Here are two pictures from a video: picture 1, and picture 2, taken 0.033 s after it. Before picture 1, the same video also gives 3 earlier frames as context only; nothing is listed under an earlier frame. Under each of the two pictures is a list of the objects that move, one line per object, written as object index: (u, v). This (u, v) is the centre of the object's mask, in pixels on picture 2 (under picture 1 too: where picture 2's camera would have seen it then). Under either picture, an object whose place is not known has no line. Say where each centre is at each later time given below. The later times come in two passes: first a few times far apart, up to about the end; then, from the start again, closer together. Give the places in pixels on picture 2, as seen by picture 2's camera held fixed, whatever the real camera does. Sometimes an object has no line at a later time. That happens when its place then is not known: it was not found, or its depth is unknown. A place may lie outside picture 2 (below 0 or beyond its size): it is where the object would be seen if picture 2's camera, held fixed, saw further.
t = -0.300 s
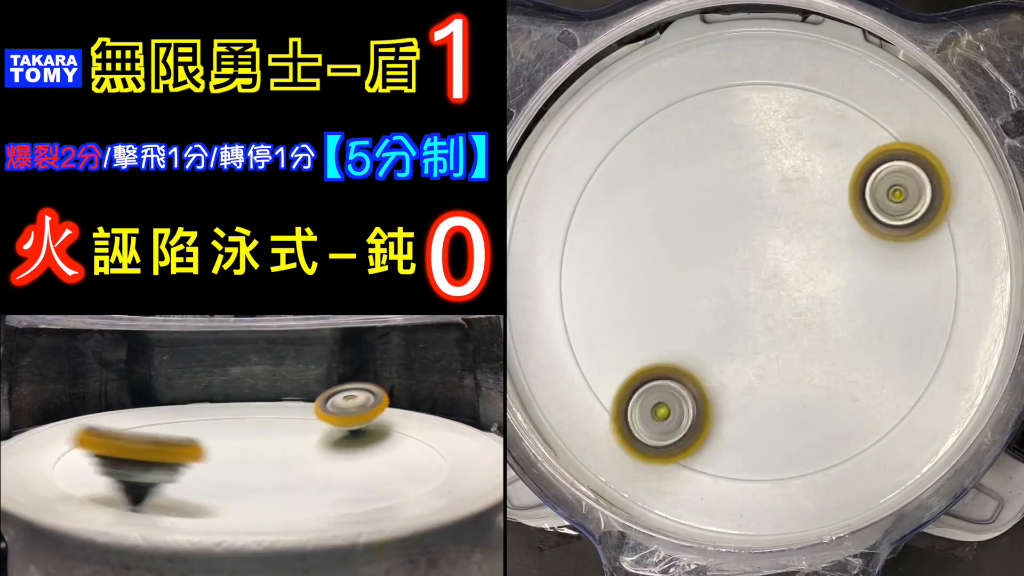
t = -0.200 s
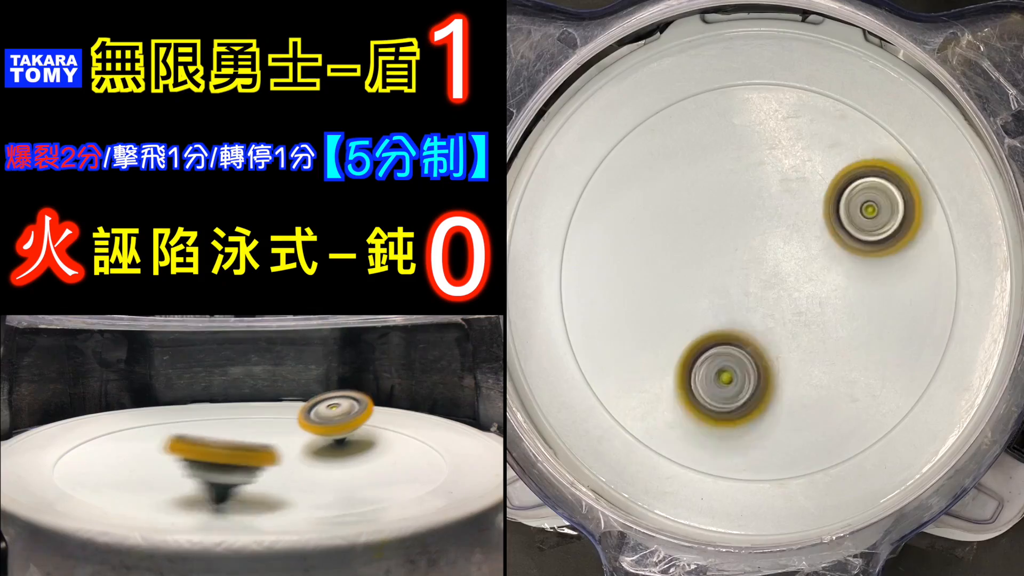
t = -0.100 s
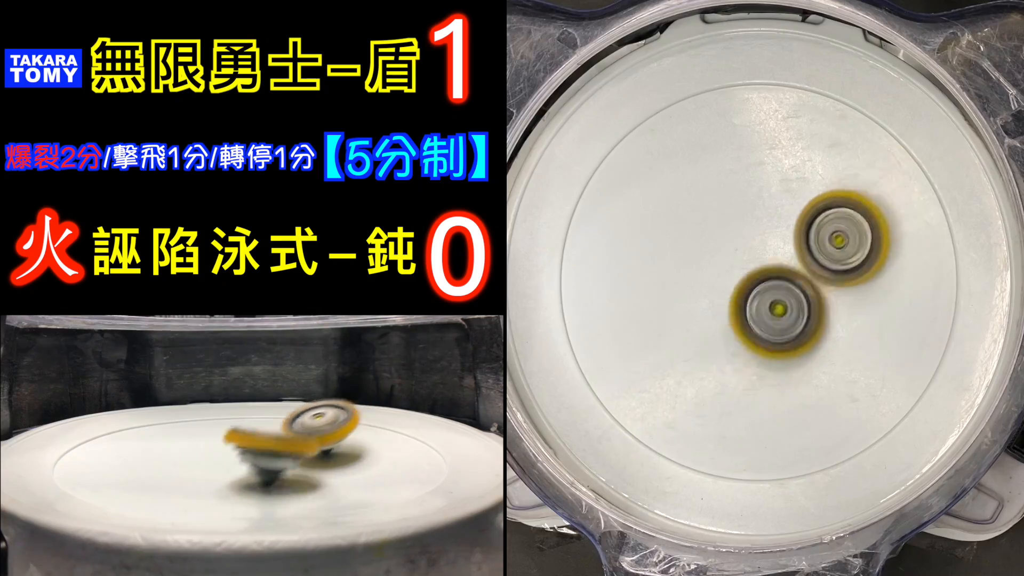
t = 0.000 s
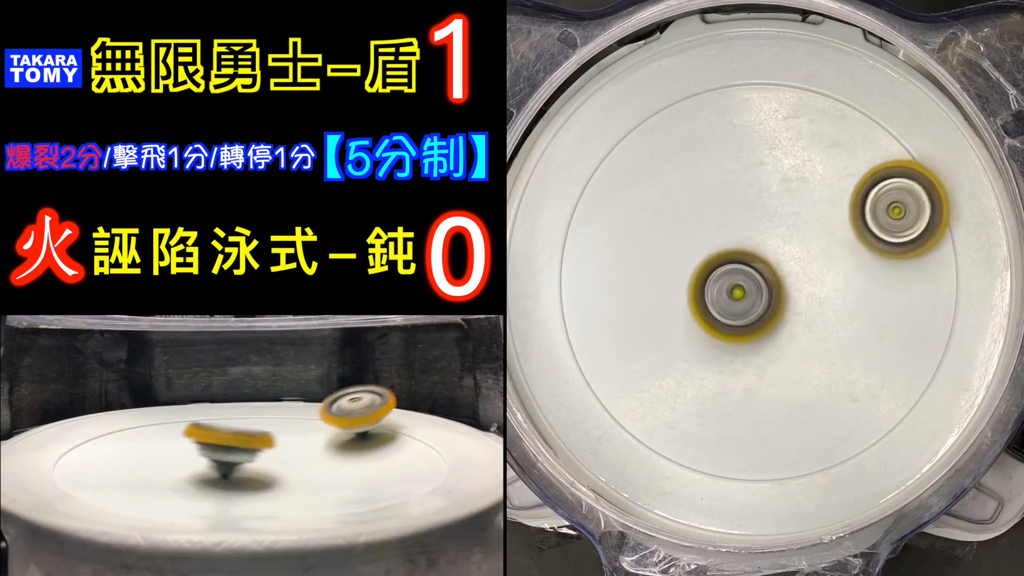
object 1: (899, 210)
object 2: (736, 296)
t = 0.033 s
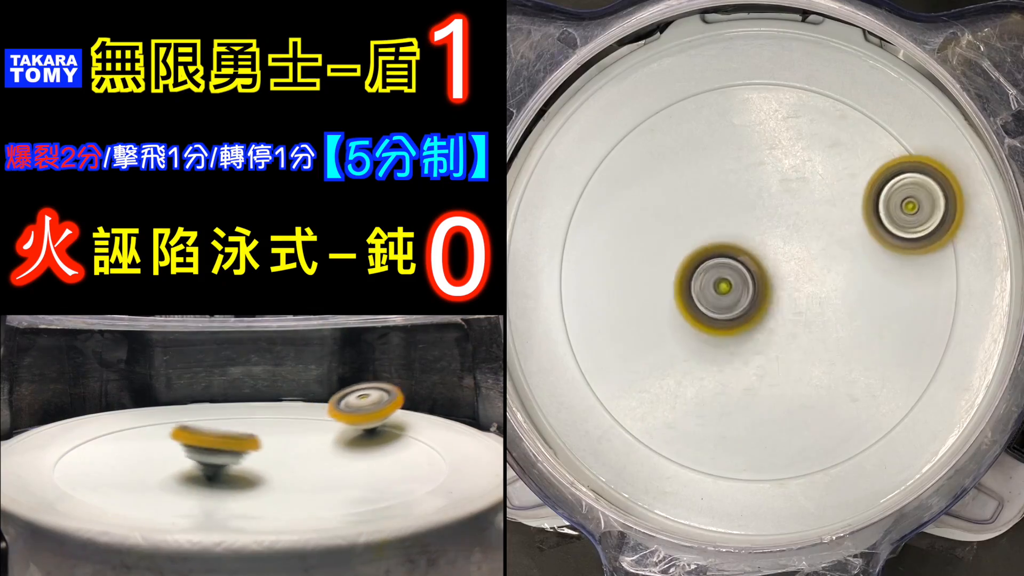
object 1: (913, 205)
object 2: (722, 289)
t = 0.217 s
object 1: (909, 214)
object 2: (650, 252)
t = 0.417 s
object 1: (857, 278)
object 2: (665, 275)
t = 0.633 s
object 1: (829, 374)
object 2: (737, 309)
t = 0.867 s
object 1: (823, 422)
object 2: (785, 251)
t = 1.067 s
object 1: (819, 371)
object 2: (762, 188)
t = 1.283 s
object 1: (792, 332)
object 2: (689, 194)
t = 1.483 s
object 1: (765, 399)
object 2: (663, 278)
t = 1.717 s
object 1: (802, 450)
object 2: (756, 303)
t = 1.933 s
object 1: (800, 360)
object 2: (847, 228)
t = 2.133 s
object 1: (729, 330)
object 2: (820, 146)
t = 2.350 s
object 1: (650, 393)
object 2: (688, 178)
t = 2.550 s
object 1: (664, 422)
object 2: (675, 319)
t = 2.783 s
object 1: (703, 426)
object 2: (873, 322)
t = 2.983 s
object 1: (723, 348)
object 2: (931, 201)
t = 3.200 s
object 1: (681, 270)
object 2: (736, 142)
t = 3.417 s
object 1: (630, 438)
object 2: (711, 100)
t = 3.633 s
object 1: (839, 330)
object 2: (776, 246)
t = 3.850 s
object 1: (951, 181)
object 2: (797, 275)
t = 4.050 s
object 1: (859, 95)
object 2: (807, 270)
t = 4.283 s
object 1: (707, 187)
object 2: (817, 257)
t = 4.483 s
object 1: (710, 261)
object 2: (806, 276)
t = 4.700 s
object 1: (643, 266)
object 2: (880, 350)
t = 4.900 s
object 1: (679, 326)
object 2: (881, 302)
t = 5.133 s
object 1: (678, 317)
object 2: (834, 301)
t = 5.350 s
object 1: (637, 312)
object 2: (845, 315)
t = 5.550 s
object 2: (807, 320)
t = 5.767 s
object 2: (813, 333)
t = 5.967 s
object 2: (797, 330)
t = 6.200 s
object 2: (780, 331)
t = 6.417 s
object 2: (764, 328)
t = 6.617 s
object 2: (754, 339)
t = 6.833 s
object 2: (758, 324)
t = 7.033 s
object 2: (733, 317)
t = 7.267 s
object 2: (748, 322)
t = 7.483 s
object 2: (742, 311)
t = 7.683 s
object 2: (739, 320)
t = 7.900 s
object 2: (745, 323)
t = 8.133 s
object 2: (714, 320)
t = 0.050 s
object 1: (918, 203)
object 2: (715, 285)
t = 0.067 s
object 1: (922, 202)
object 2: (708, 281)
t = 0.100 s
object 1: (927, 201)
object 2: (693, 273)
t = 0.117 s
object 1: (926, 201)
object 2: (686, 269)
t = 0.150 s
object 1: (922, 204)
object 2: (671, 261)
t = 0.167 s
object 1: (920, 206)
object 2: (665, 258)
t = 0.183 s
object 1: (916, 208)
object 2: (659, 255)
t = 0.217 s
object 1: (909, 214)
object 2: (650, 252)
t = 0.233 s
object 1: (906, 217)
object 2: (647, 251)
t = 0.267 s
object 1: (897, 225)
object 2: (644, 251)
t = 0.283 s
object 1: (893, 230)
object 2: (644, 252)
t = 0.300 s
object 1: (889, 234)
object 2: (644, 253)
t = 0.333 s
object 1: (879, 245)
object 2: (647, 257)
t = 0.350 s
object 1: (875, 251)
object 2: (650, 260)
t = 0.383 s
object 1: (866, 264)
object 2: (656, 267)
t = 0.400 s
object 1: (861, 271)
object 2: (660, 271)
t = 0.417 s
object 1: (857, 278)
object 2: (665, 275)
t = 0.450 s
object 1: (849, 293)
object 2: (676, 285)
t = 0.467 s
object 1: (846, 300)
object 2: (682, 289)
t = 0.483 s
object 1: (843, 307)
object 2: (688, 293)
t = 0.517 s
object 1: (838, 323)
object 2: (699, 298)
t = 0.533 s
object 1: (836, 330)
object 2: (704, 301)
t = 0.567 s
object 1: (833, 345)
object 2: (715, 305)
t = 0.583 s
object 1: (832, 352)
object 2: (720, 306)
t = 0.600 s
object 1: (831, 360)
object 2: (726, 308)
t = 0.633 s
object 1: (829, 374)
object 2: (737, 309)
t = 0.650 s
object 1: (828, 381)
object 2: (743, 308)
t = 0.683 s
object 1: (827, 394)
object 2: (753, 305)
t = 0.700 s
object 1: (826, 399)
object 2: (758, 302)
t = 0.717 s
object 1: (826, 404)
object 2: (763, 298)
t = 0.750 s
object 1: (825, 413)
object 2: (771, 289)
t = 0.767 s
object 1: (825, 416)
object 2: (774, 284)
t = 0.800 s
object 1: (824, 421)
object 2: (779, 273)
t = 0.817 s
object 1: (824, 422)
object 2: (782, 269)
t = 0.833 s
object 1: (823, 423)
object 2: (783, 262)
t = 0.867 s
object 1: (823, 422)
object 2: (785, 251)
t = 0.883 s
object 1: (823, 421)
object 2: (785, 244)
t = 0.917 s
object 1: (823, 416)
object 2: (785, 233)
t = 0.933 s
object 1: (822, 413)
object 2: (784, 227)
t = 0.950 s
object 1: (822, 409)
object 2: (783, 221)
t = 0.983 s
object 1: (821, 399)
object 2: (779, 210)
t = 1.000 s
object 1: (821, 394)
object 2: (777, 205)
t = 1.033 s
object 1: (820, 383)
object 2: (770, 196)
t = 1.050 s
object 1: (819, 377)
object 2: (766, 192)
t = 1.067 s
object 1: (819, 371)
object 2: (762, 188)
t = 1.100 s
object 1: (817, 359)
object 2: (753, 182)
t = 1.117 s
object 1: (815, 354)
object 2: (748, 179)
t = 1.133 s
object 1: (814, 349)
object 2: (743, 177)
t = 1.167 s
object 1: (810, 341)
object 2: (731, 175)
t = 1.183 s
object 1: (808, 337)
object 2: (725, 175)
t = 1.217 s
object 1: (803, 332)
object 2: (712, 178)
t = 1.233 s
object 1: (801, 331)
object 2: (706, 181)
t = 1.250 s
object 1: (798, 330)
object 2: (700, 184)
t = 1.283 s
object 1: (792, 332)
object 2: (689, 194)
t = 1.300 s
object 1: (788, 333)
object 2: (684, 201)
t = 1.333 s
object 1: (782, 340)
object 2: (676, 214)
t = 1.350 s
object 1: (779, 344)
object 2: (673, 221)
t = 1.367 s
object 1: (776, 350)
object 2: (671, 229)
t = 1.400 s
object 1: (771, 361)
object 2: (666, 244)
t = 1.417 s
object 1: (769, 368)
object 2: (664, 251)
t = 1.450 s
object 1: (766, 382)
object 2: (662, 265)
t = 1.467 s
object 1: (766, 390)
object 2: (662, 272)
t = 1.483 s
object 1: (765, 399)
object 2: (663, 278)
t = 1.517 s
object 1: (767, 415)
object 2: (670, 290)
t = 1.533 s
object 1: (769, 423)
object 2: (674, 294)
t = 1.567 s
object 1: (774, 439)
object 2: (685, 301)
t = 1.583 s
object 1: (777, 446)
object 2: (692, 304)
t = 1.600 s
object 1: (780, 453)
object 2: (699, 306)
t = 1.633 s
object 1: (788, 464)
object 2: (713, 308)
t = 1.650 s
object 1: (791, 468)
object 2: (721, 308)
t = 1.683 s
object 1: (797, 460)
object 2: (738, 307)
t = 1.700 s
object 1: (800, 455)
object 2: (747, 305)
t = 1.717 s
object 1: (802, 450)
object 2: (756, 303)
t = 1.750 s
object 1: (806, 437)
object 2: (774, 298)
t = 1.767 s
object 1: (808, 430)
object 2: (783, 294)
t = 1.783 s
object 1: (809, 423)
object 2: (791, 290)
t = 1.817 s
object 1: (810, 408)
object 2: (808, 280)
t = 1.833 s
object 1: (810, 401)
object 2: (816, 273)
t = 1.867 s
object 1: (809, 387)
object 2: (829, 259)
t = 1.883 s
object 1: (807, 380)
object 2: (835, 252)
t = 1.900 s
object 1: (805, 373)
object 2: (840, 244)
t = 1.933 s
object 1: (800, 360)
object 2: (847, 228)
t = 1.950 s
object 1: (797, 354)
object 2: (851, 220)
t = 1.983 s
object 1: (788, 344)
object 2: (851, 203)
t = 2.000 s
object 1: (783, 339)
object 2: (851, 196)
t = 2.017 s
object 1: (777, 336)
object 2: (851, 189)
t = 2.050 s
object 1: (765, 331)
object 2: (846, 175)
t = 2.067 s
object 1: (758, 329)
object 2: (843, 168)
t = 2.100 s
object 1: (744, 328)
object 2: (833, 156)
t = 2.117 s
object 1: (737, 328)
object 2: (827, 151)
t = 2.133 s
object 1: (729, 330)
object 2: (820, 146)
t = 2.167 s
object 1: (713, 335)
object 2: (804, 141)
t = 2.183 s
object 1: (706, 339)
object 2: (796, 140)
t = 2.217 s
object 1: (691, 348)
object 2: (775, 140)
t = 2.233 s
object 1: (685, 353)
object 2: (765, 142)
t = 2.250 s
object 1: (677, 358)
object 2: (755, 143)
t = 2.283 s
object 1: (666, 369)
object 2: (732, 150)
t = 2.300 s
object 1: (661, 375)
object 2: (720, 155)
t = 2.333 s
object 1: (652, 387)
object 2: (697, 169)
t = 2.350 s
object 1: (650, 393)
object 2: (688, 178)
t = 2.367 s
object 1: (646, 399)
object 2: (680, 187)
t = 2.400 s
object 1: (641, 410)
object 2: (667, 209)
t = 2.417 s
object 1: (639, 416)
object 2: (662, 220)
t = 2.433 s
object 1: (638, 422)
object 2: (659, 233)
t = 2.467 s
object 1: (638, 430)
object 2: (657, 257)
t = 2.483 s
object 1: (643, 429)
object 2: (658, 270)
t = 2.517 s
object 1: (653, 426)
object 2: (664, 295)
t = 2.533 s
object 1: (658, 425)
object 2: (669, 307)
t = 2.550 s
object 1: (664, 422)
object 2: (675, 319)
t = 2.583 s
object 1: (666, 431)
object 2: (698, 330)
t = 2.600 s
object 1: (667, 436)
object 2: (712, 332)
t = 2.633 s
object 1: (671, 442)
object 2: (740, 337)
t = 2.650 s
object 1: (674, 443)
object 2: (754, 338)
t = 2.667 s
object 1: (677, 444)
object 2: (769, 340)
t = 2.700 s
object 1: (683, 442)
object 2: (799, 340)
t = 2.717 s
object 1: (687, 440)
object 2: (815, 338)
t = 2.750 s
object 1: (695, 434)
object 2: (846, 332)
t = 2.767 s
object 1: (698, 430)
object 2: (860, 328)
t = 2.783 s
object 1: (703, 426)
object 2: (873, 322)
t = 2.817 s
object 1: (710, 416)
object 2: (899, 309)
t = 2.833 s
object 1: (713, 411)
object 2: (910, 299)
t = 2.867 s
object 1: (719, 399)
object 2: (929, 280)
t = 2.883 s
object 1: (722, 393)
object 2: (935, 269)
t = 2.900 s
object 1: (724, 387)
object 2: (942, 258)
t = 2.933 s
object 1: (725, 372)
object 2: (949, 234)
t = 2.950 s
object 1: (725, 364)
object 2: (945, 222)
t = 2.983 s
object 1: (723, 348)
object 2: (931, 201)
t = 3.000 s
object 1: (722, 341)
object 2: (922, 192)
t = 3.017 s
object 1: (720, 333)
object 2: (911, 181)
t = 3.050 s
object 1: (714, 318)
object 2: (886, 165)
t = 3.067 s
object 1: (711, 311)
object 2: (871, 157)
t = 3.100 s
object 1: (704, 298)
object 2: (838, 145)
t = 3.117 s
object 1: (701, 293)
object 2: (823, 141)
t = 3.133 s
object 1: (697, 288)
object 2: (804, 138)
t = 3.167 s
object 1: (689, 278)
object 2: (770, 137)
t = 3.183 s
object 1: (686, 274)
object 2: (753, 139)
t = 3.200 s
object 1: (681, 270)
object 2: (736, 142)
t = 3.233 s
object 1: (672, 263)
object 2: (706, 154)
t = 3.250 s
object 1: (668, 260)
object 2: (692, 162)
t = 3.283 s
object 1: (636, 303)
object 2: (686, 141)
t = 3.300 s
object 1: (618, 332)
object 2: (686, 127)
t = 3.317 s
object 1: (601, 362)
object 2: (688, 115)
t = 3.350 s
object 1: (577, 407)
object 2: (692, 95)
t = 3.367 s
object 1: (578, 422)
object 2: (695, 92)
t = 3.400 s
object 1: (612, 435)
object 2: (705, 97)
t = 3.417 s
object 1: (630, 438)
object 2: (711, 100)
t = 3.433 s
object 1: (648, 439)
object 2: (717, 107)
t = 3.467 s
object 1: (684, 438)
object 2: (730, 123)
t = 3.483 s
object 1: (701, 435)
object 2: (735, 132)
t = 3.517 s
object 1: (734, 424)
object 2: (745, 156)
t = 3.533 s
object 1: (751, 415)
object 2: (750, 168)
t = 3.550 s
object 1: (767, 406)
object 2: (754, 182)
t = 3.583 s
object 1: (798, 380)
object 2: (763, 208)
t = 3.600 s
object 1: (813, 364)
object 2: (766, 221)
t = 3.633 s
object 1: (839, 330)
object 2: (776, 246)
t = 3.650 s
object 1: (852, 313)
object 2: (780, 256)
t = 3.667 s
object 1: (867, 301)
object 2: (781, 259)
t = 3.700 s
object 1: (897, 282)
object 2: (785, 265)
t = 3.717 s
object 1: (910, 272)
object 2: (787, 268)
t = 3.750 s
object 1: (930, 249)
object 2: (790, 271)
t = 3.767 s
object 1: (939, 238)
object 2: (791, 272)
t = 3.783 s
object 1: (944, 226)
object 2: (792, 273)
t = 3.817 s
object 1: (951, 203)
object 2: (794, 275)
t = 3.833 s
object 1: (952, 193)
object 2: (795, 275)
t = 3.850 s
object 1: (951, 181)
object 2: (797, 275)
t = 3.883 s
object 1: (945, 160)
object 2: (798, 274)
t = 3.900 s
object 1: (940, 149)
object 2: (799, 275)
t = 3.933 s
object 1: (928, 128)
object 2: (800, 275)
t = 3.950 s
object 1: (920, 118)
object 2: (801, 275)
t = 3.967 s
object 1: (912, 108)
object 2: (802, 274)
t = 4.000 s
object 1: (893, 92)
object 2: (804, 273)
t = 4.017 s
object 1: (882, 92)
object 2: (805, 272)
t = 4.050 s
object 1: (859, 95)
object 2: (807, 270)
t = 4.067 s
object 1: (844, 99)
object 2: (807, 268)
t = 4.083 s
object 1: (830, 104)
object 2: (809, 267)
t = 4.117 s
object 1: (803, 114)
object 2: (810, 265)
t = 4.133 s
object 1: (791, 120)
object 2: (812, 264)
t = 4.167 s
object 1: (766, 134)
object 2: (814, 262)
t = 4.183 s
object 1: (755, 142)
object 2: (816, 261)
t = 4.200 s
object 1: (744, 149)
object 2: (817, 261)
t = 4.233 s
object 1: (726, 164)
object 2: (818, 258)
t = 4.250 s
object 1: (719, 172)
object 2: (818, 258)
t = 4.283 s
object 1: (707, 187)
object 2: (817, 257)
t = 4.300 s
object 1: (703, 195)
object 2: (817, 258)
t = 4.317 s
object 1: (700, 203)
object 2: (817, 259)
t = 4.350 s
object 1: (697, 217)
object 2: (817, 260)
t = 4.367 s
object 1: (697, 223)
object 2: (815, 262)
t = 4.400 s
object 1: (700, 234)
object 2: (814, 266)
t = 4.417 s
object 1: (701, 239)
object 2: (813, 269)
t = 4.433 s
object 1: (704, 245)
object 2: (811, 271)
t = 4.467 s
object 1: (708, 256)
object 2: (808, 274)
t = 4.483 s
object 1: (710, 261)
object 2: (806, 276)
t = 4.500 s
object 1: (700, 257)
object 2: (813, 283)
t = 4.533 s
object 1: (678, 251)
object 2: (830, 304)
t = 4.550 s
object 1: (669, 249)
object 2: (837, 314)
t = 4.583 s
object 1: (654, 247)
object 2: (851, 330)
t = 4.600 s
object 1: (649, 248)
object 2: (856, 336)
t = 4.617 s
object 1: (644, 250)
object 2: (861, 341)
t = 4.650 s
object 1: (641, 253)
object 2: (870, 347)
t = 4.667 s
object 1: (641, 257)
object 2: (874, 349)
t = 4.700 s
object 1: (643, 266)
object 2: (880, 350)
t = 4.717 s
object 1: (644, 270)
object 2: (882, 348)
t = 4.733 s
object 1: (646, 275)
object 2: (885, 346)
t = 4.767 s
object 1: (651, 285)
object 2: (888, 341)
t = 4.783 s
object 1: (653, 291)
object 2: (889, 337)
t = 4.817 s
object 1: (659, 302)
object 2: (889, 327)
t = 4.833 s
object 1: (662, 308)
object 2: (889, 322)
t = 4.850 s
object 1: (666, 313)
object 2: (888, 318)
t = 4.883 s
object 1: (674, 323)
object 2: (884, 307)
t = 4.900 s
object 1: (679, 326)
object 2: (881, 302)
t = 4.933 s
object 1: (689, 330)
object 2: (873, 294)
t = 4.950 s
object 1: (694, 330)
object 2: (868, 291)
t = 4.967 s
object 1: (698, 330)
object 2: (863, 288)
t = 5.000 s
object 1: (706, 328)
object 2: (851, 286)
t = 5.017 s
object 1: (709, 327)
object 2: (844, 286)
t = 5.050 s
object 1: (716, 324)
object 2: (829, 289)
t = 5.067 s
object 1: (719, 322)
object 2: (822, 291)
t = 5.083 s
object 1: (721, 320)
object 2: (816, 294)
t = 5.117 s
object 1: (691, 318)
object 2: (829, 298)
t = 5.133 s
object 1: (678, 317)
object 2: (834, 301)
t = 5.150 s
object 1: (667, 315)
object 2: (838, 303)
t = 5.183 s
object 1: (649, 311)
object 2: (846, 307)
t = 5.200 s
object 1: (643, 309)
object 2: (849, 309)
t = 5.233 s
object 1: (634, 306)
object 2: (851, 312)
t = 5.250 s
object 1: (632, 305)
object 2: (852, 312)
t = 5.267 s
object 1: (631, 305)
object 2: (852, 313)
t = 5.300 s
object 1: (631, 307)
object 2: (851, 314)
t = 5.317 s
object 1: (632, 308)
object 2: (850, 315)
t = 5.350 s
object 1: (637, 312)
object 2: (845, 315)
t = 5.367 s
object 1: (640, 315)
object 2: (843, 315)
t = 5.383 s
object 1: (643, 317)
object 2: (840, 314)
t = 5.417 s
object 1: (651, 324)
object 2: (835, 314)
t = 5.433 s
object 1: (656, 327)
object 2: (832, 314)
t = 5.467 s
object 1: (666, 331)
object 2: (825, 315)
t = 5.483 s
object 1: (671, 332)
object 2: (821, 315)
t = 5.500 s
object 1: (676, 333)
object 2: (818, 316)
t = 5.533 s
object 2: (810, 318)
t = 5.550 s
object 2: (807, 320)
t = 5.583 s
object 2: (800, 324)
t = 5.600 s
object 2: (801, 327)
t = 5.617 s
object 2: (804, 329)
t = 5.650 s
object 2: (809, 332)
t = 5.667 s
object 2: (810, 333)
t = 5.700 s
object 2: (813, 334)
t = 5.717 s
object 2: (813, 334)
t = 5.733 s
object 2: (814, 334)
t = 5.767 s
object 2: (813, 333)
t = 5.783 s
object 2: (813, 332)
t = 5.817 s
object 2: (812, 331)
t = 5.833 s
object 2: (811, 331)
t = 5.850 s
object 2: (810, 331)
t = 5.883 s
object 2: (807, 331)
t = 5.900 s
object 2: (805, 331)
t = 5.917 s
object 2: (802, 331)
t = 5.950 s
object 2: (798, 330)
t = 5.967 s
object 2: (797, 330)
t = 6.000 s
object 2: (796, 331)
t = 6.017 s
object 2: (795, 332)
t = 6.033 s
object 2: (794, 332)
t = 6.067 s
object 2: (791, 332)
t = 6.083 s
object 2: (789, 332)
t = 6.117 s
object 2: (786, 332)
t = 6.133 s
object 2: (784, 331)
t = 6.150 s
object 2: (783, 332)
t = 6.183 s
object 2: (781, 331)
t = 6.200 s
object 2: (780, 331)
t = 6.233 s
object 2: (777, 330)
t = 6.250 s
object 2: (776, 329)
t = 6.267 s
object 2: (775, 329)
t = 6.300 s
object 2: (772, 328)
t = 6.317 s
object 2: (771, 328)
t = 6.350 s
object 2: (769, 328)
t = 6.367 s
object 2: (768, 328)
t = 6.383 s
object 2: (766, 328)
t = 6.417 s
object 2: (764, 328)
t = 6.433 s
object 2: (762, 328)
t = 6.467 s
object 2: (760, 327)
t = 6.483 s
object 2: (759, 326)
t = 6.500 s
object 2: (758, 326)
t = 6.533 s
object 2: (755, 328)
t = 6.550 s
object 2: (755, 332)
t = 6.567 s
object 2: (755, 335)
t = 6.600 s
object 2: (754, 338)
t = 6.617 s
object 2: (754, 339)
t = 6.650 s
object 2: (754, 338)
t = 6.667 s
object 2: (754, 337)
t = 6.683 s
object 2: (754, 336)
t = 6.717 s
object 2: (755, 332)
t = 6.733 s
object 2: (755, 330)
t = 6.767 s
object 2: (756, 327)
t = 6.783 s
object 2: (757, 325)
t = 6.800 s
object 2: (757, 324)
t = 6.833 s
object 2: (758, 324)
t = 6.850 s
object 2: (758, 324)
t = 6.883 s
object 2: (754, 324)
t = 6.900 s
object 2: (752, 323)
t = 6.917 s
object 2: (749, 320)
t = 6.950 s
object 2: (744, 315)
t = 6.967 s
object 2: (742, 312)
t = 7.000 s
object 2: (737, 313)
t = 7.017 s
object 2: (735, 315)
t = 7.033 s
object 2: (733, 317)
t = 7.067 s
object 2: (733, 319)
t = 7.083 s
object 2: (733, 320)
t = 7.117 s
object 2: (735, 321)
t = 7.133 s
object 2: (737, 322)
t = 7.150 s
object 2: (739, 322)
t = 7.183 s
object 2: (743, 324)
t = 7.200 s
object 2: (744, 324)
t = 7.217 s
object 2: (745, 324)
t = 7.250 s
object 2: (747, 323)
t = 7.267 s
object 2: (748, 322)
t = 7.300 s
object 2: (748, 319)
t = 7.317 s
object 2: (748, 317)
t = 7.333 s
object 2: (748, 315)
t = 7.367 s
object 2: (744, 316)
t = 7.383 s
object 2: (742, 316)
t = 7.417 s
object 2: (740, 315)
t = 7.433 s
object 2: (740, 314)
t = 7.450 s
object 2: (741, 313)
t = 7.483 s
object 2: (742, 311)
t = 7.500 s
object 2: (743, 310)
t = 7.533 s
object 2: (738, 314)
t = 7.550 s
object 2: (735, 316)
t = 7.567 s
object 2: (734, 318)
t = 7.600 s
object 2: (733, 319)
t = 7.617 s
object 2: (733, 319)
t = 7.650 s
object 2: (735, 319)
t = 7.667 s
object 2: (737, 319)
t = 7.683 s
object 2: (739, 320)
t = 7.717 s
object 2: (743, 322)
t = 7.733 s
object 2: (745, 323)
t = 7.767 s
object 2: (747, 325)
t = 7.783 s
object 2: (747, 326)
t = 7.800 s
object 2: (747, 326)
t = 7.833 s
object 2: (747, 326)
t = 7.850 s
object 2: (747, 325)
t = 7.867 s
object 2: (747, 325)
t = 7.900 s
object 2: (745, 323)
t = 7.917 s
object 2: (743, 323)
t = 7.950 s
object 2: (739, 322)
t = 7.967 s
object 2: (737, 321)
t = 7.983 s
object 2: (736, 321)
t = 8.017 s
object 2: (734, 319)
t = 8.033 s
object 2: (731, 319)
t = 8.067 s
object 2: (722, 321)
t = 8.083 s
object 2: (719, 322)
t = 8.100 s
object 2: (716, 321)
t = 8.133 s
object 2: (714, 320)
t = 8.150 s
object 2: (713, 320)
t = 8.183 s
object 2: (713, 318)
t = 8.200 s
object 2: (713, 316)
